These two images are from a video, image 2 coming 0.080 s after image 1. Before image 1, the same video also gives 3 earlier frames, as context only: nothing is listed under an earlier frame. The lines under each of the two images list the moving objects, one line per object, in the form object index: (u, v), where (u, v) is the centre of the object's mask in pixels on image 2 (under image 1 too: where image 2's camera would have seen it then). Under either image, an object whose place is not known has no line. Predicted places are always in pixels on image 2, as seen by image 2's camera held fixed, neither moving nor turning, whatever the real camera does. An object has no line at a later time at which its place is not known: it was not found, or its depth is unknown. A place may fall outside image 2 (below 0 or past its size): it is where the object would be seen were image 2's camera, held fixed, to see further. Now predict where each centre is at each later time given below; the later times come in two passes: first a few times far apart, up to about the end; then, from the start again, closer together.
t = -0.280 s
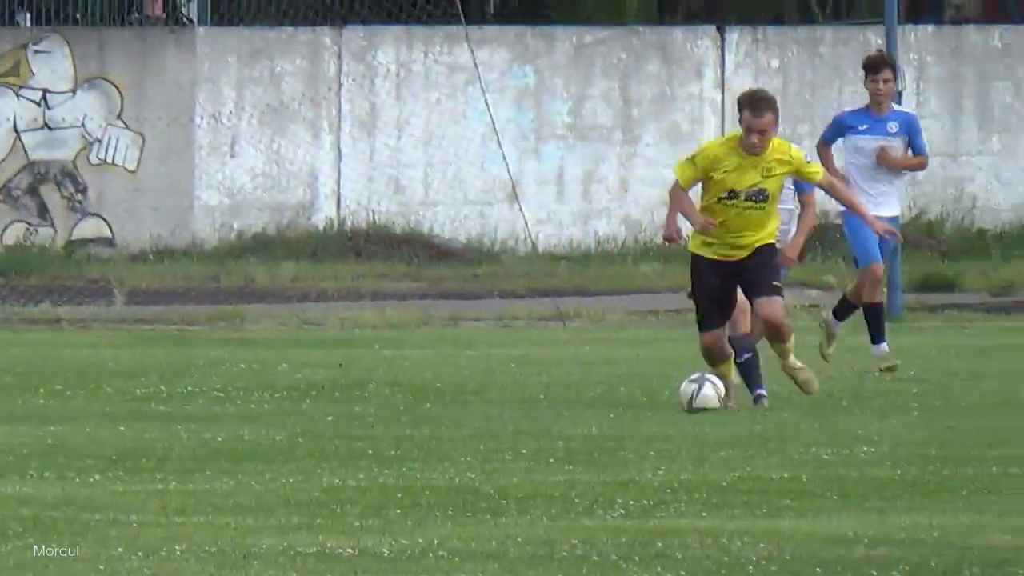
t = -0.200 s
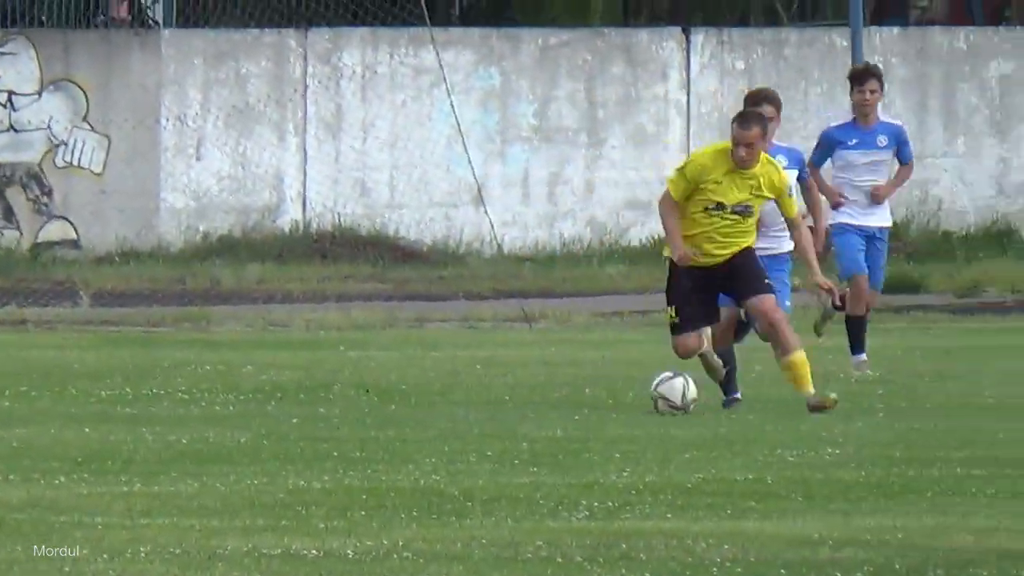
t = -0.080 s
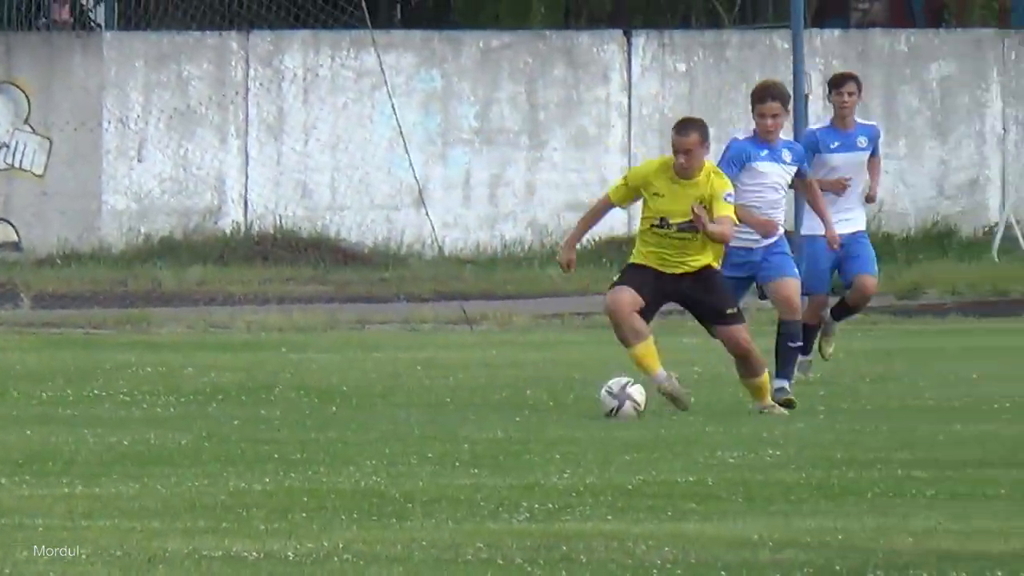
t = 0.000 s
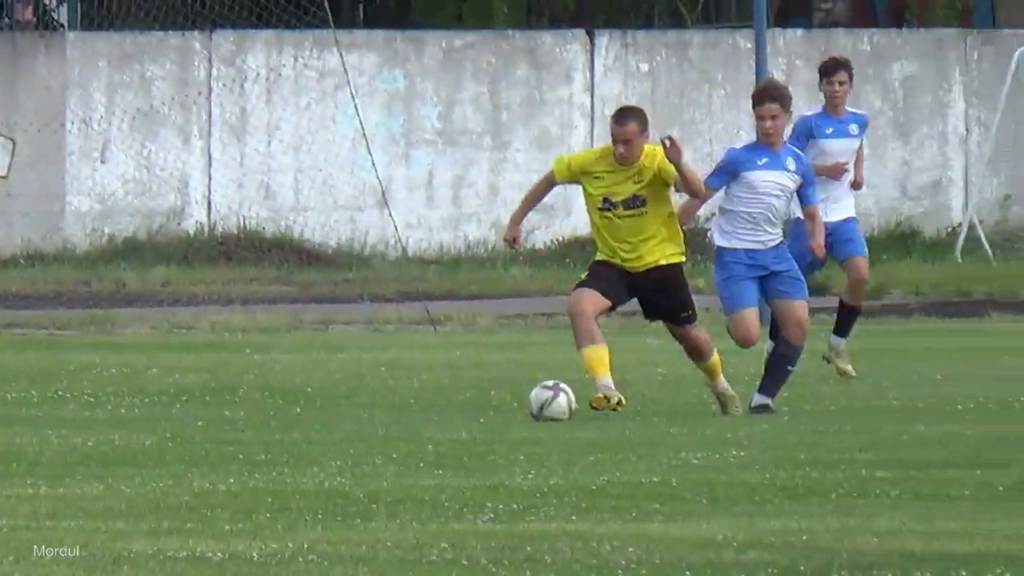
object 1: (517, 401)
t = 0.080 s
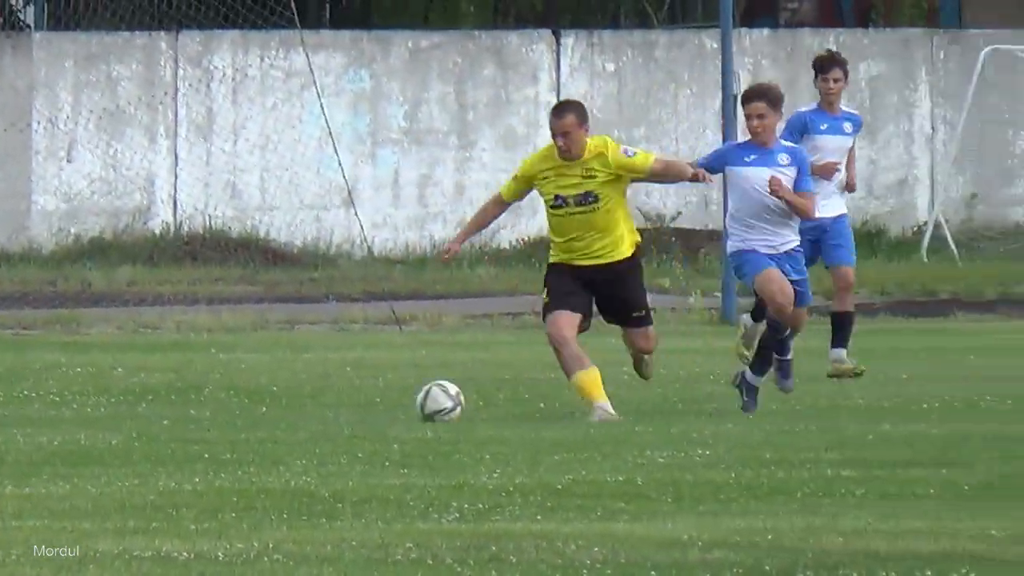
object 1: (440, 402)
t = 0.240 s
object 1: (303, 407)
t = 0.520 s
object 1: (119, 409)
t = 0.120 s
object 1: (404, 403)
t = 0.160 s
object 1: (370, 404)
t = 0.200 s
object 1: (335, 404)
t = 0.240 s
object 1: (303, 407)
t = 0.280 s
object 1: (273, 407)
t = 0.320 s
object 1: (244, 408)
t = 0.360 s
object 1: (216, 410)
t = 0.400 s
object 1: (190, 411)
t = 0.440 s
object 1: (165, 410)
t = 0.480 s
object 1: (143, 409)
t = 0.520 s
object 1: (119, 409)
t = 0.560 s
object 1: (95, 411)
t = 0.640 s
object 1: (52, 409)
